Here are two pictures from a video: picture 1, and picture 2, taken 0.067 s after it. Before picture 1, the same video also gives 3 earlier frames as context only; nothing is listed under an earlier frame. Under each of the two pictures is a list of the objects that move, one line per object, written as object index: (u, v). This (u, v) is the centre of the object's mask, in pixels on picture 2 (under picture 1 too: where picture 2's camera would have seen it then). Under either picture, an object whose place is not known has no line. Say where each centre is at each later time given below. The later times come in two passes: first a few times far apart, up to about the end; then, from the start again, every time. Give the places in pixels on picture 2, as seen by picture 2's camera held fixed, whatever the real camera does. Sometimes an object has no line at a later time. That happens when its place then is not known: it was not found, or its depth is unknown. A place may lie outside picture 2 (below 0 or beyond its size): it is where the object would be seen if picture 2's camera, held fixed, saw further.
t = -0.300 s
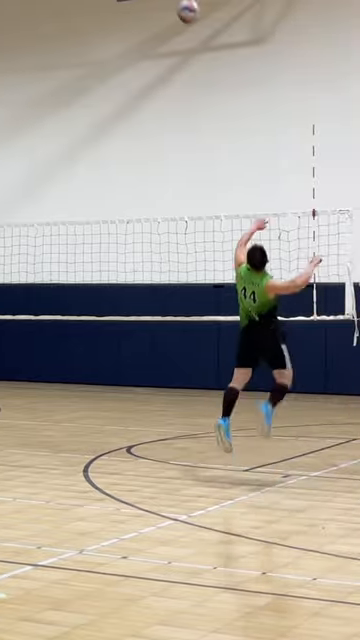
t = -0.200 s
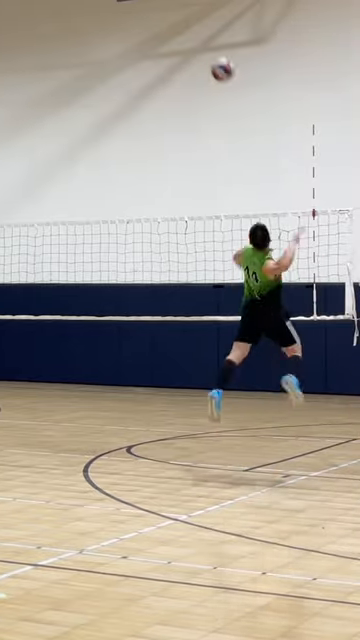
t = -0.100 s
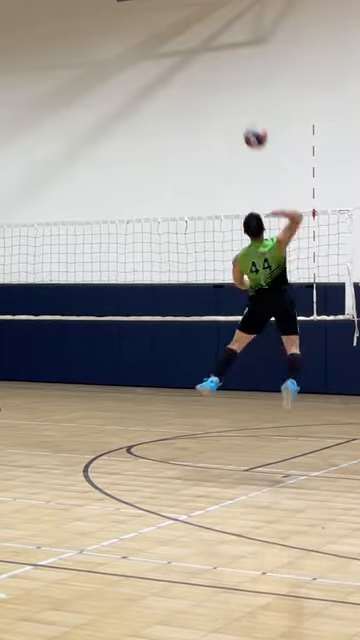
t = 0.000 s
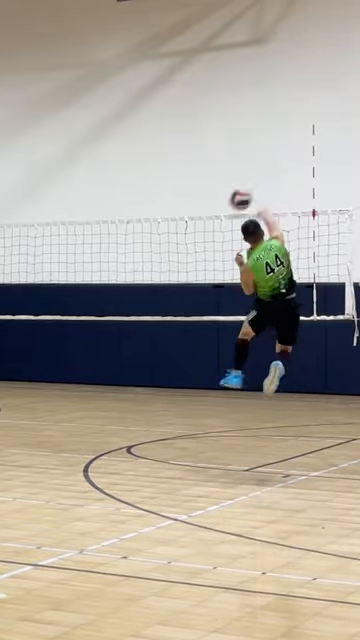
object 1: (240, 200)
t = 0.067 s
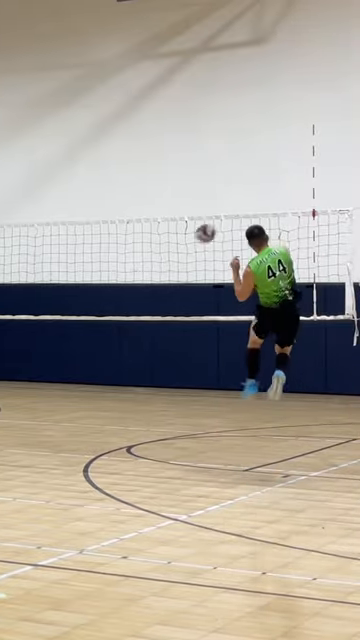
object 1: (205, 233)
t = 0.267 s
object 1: (134, 335)
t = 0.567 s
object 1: (79, 316)
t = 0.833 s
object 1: (46, 258)
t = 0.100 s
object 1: (191, 250)
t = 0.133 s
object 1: (177, 267)
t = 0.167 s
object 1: (164, 285)
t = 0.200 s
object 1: (153, 301)
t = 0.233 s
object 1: (143, 318)
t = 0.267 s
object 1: (134, 335)
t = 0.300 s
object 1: (125, 352)
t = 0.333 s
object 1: (116, 369)
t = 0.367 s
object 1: (109, 385)
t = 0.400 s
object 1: (103, 393)
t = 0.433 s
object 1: (97, 374)
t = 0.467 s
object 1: (92, 357)
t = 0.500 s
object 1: (88, 342)
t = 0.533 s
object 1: (83, 329)
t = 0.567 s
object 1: (79, 316)
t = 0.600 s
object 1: (75, 306)
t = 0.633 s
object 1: (71, 296)
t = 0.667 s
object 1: (68, 289)
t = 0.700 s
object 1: (64, 281)
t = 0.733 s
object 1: (61, 275)
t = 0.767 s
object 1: (58, 270)
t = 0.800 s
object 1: (55, 267)
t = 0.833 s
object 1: (46, 258)
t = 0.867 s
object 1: (34, 251)
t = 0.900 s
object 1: (24, 244)
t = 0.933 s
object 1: (12, 237)
